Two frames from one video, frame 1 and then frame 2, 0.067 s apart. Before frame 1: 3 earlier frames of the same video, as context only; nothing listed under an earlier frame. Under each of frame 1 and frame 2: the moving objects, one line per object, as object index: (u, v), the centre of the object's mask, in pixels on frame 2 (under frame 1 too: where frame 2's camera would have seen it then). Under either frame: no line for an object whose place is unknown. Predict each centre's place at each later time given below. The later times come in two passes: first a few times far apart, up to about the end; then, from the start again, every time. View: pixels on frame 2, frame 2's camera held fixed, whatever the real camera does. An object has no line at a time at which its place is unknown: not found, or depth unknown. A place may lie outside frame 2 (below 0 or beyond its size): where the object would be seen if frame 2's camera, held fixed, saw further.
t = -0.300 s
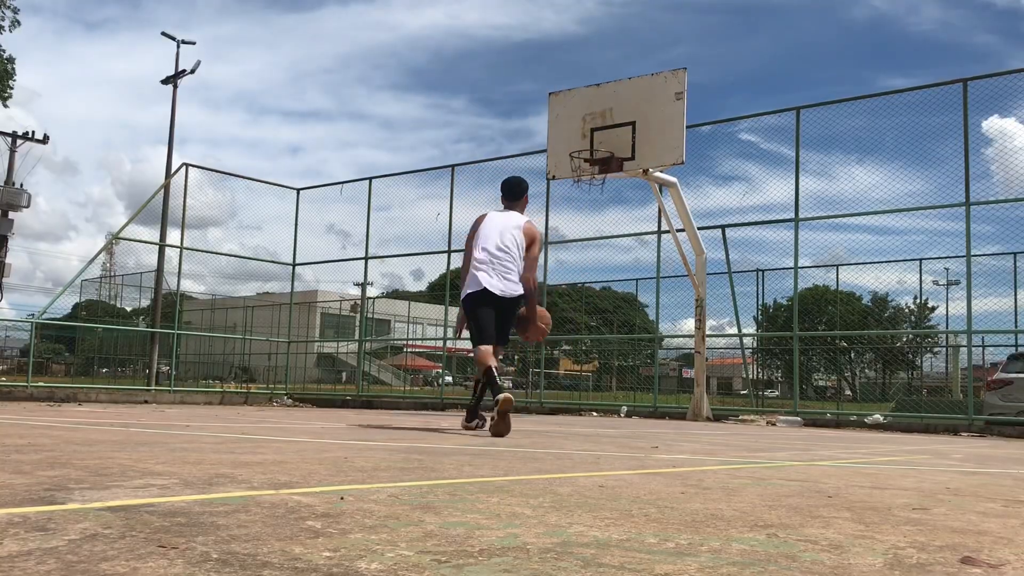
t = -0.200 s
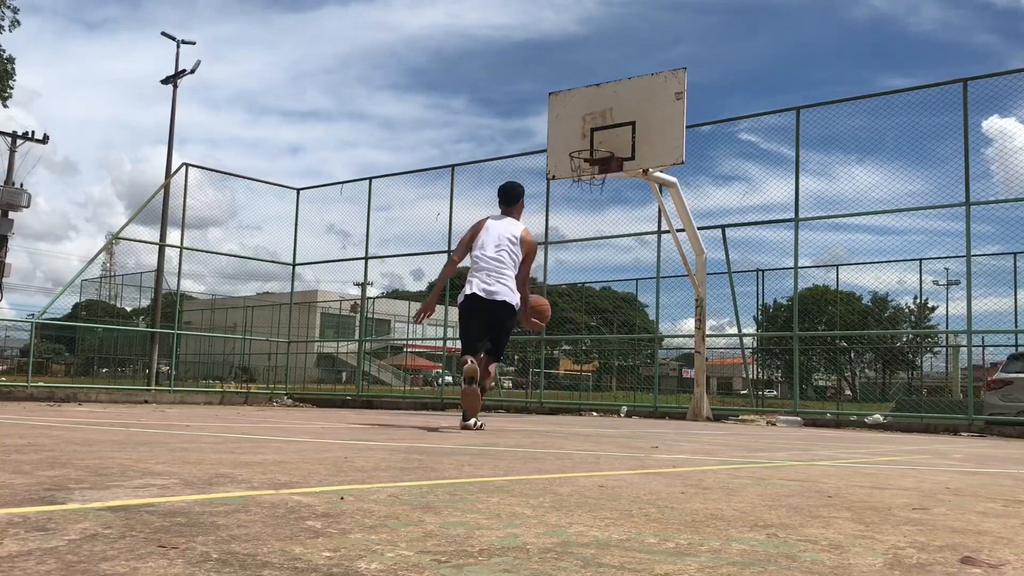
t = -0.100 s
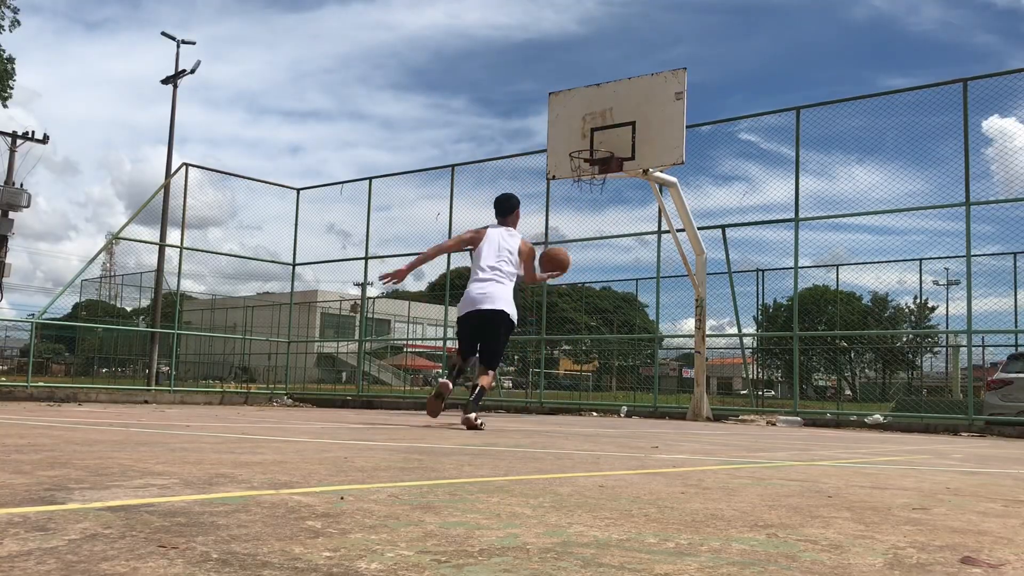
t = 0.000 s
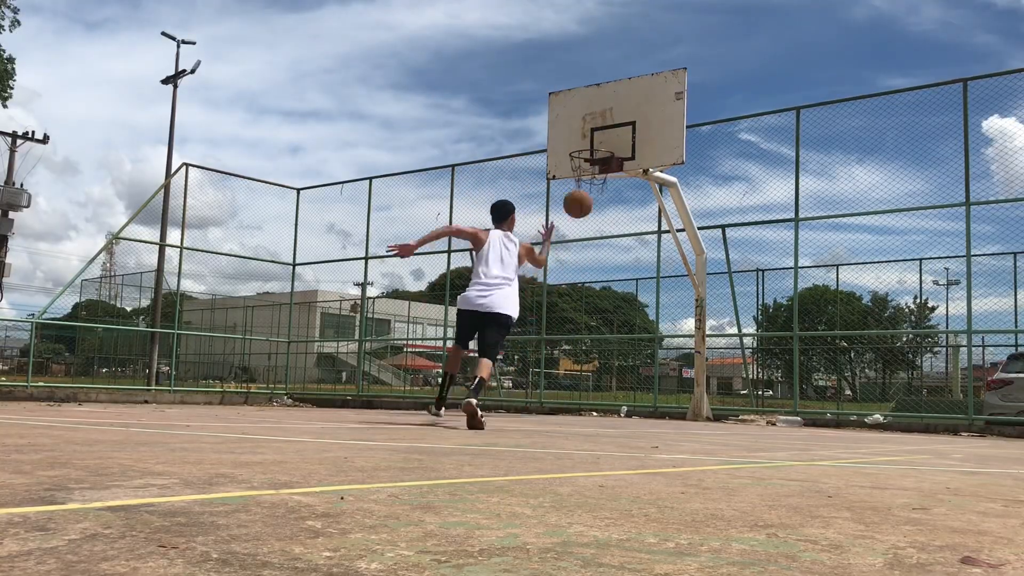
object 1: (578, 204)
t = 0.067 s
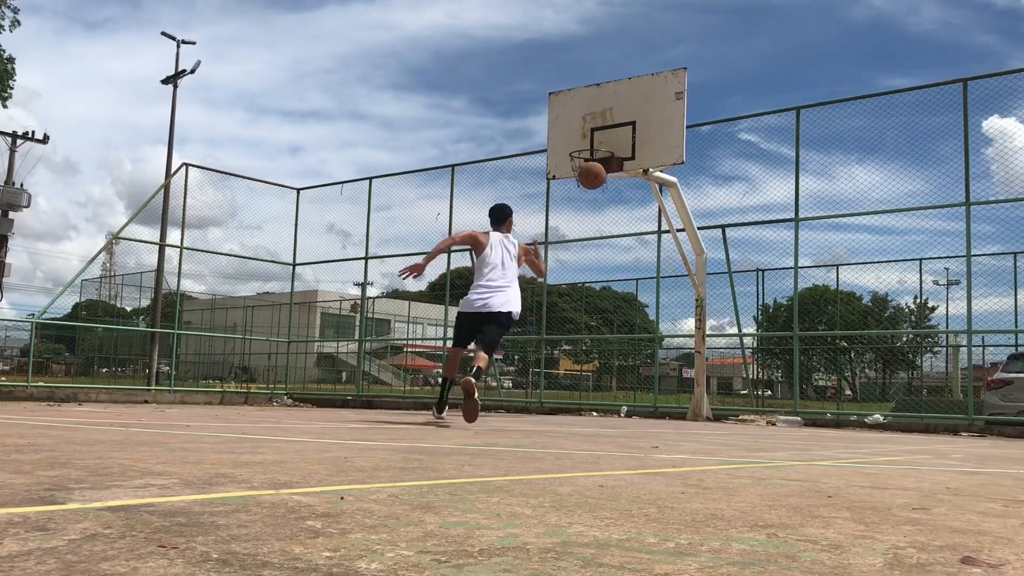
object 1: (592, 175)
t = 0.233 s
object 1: (621, 133)
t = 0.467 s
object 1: (655, 129)
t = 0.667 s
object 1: (632, 127)
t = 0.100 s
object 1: (598, 164)
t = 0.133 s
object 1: (604, 155)
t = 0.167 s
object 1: (610, 146)
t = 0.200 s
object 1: (616, 139)
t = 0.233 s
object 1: (621, 133)
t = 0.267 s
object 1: (627, 129)
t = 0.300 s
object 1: (632, 126)
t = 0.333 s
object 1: (637, 124)
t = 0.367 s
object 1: (642, 124)
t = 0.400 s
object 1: (646, 124)
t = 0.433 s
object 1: (651, 126)
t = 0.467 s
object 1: (655, 129)
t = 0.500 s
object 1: (659, 133)
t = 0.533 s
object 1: (659, 134)
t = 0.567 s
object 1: (653, 131)
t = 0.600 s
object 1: (646, 128)
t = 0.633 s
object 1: (639, 128)
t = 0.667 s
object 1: (632, 127)
